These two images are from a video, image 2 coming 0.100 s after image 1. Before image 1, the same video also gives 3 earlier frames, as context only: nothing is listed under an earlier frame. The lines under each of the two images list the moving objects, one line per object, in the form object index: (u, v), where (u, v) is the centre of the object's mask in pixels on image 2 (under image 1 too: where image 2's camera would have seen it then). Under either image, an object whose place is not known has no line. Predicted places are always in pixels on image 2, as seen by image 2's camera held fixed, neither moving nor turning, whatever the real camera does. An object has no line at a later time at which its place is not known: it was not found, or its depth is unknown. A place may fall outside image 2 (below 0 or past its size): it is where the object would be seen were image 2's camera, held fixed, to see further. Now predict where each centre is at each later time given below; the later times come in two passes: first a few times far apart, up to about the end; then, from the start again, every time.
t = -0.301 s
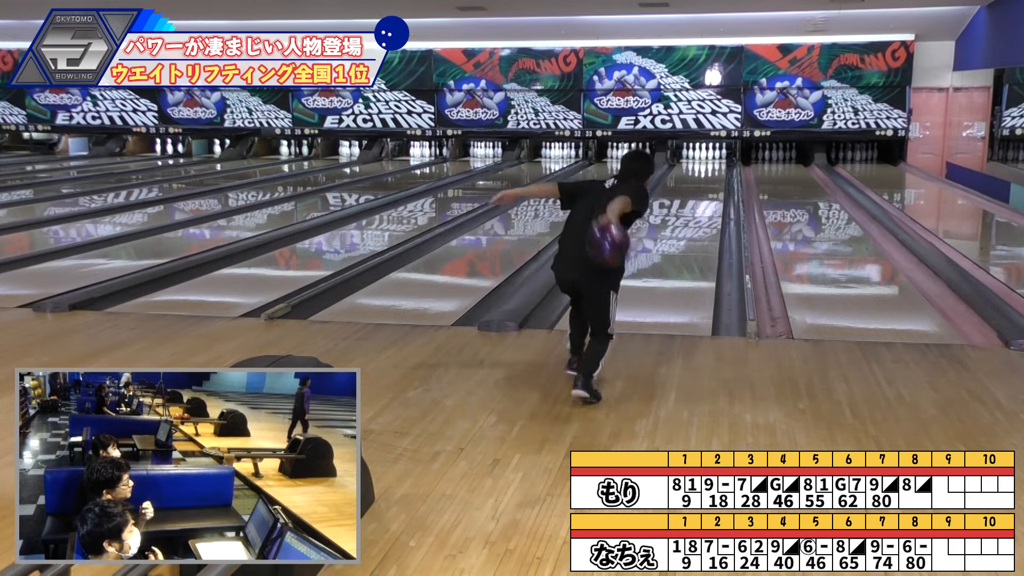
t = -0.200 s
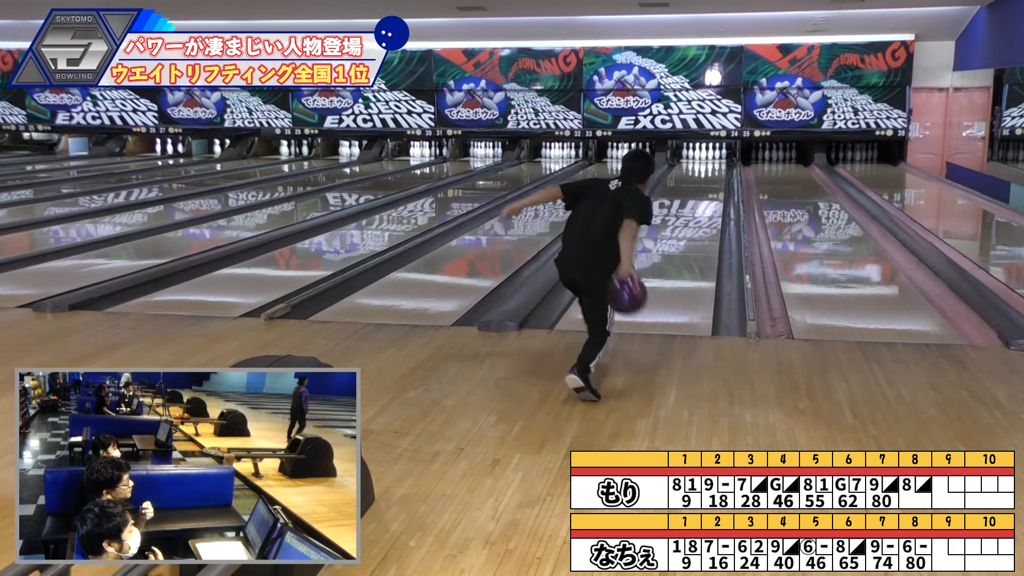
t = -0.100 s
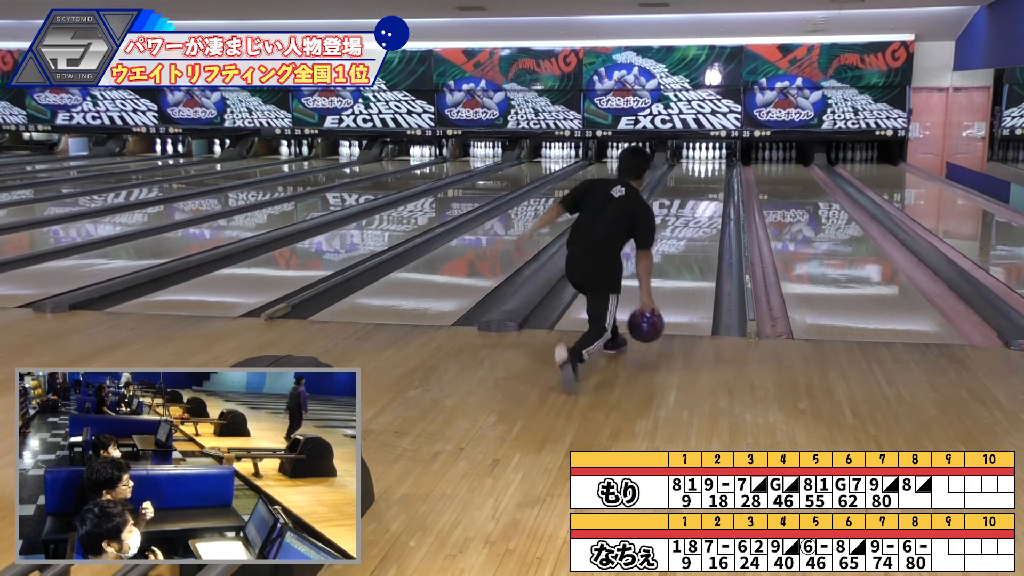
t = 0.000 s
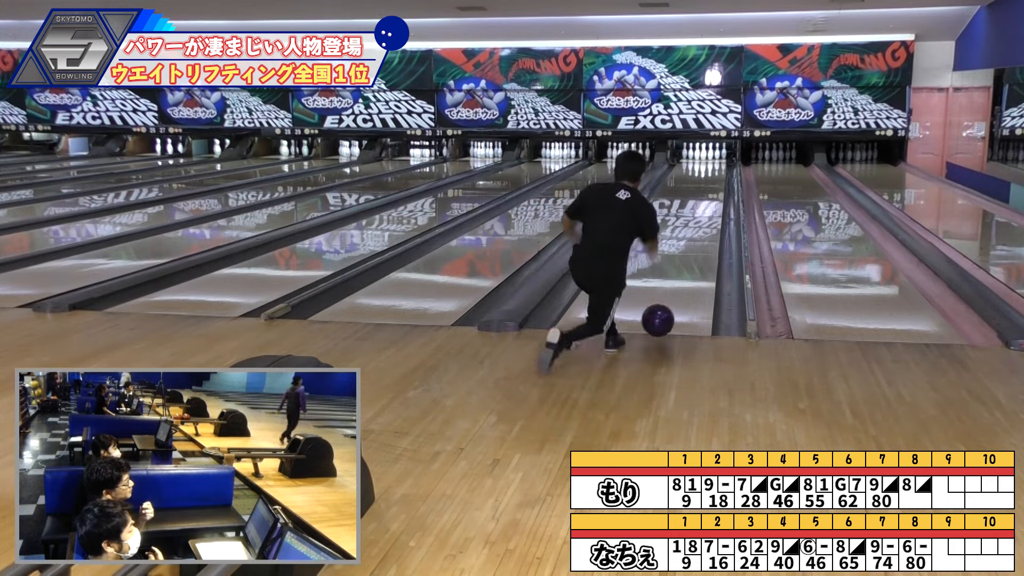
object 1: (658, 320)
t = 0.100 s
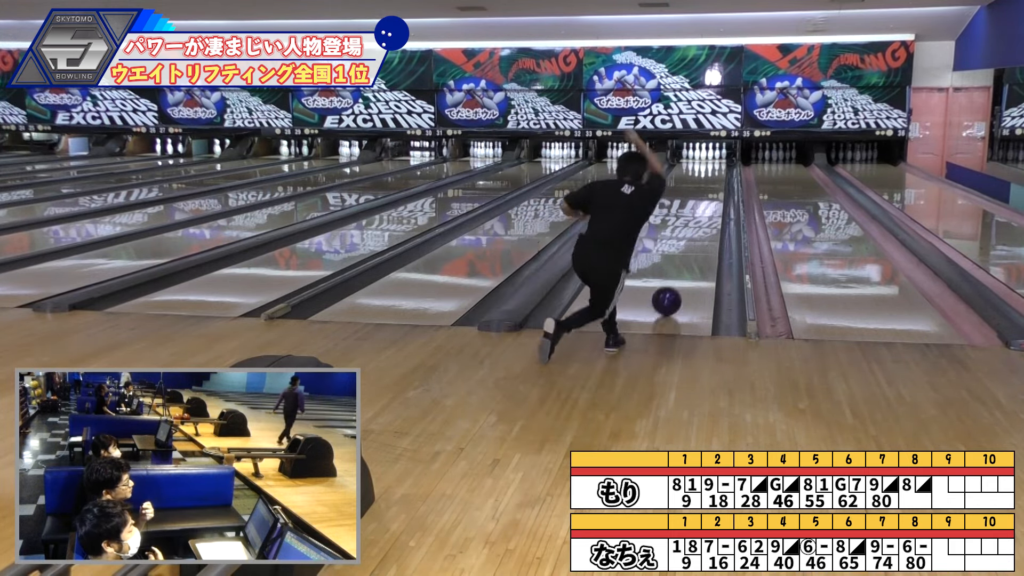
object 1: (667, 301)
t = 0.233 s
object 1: (676, 277)
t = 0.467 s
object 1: (687, 247)
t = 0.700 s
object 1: (695, 224)
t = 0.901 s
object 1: (700, 210)
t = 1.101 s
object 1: (704, 199)
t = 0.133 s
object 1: (669, 295)
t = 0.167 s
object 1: (671, 288)
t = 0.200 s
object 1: (674, 282)
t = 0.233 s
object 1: (676, 277)
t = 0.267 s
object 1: (678, 272)
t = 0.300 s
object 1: (679, 267)
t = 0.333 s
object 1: (681, 262)
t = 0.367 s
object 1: (683, 258)
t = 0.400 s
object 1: (684, 254)
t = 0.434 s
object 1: (686, 250)
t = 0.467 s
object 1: (687, 247)
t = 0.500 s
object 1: (688, 243)
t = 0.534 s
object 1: (690, 239)
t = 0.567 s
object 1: (691, 236)
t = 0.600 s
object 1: (692, 233)
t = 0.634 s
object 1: (693, 230)
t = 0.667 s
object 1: (694, 227)
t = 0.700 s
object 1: (695, 224)
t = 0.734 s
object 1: (696, 222)
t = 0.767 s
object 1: (697, 219)
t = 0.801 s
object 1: (698, 217)
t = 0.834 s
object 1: (699, 214)
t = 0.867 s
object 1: (699, 212)
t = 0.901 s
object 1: (700, 210)
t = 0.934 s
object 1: (701, 208)
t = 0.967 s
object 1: (701, 206)
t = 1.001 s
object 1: (702, 204)
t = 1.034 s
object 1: (703, 202)
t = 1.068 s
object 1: (703, 201)
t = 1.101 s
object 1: (704, 199)
